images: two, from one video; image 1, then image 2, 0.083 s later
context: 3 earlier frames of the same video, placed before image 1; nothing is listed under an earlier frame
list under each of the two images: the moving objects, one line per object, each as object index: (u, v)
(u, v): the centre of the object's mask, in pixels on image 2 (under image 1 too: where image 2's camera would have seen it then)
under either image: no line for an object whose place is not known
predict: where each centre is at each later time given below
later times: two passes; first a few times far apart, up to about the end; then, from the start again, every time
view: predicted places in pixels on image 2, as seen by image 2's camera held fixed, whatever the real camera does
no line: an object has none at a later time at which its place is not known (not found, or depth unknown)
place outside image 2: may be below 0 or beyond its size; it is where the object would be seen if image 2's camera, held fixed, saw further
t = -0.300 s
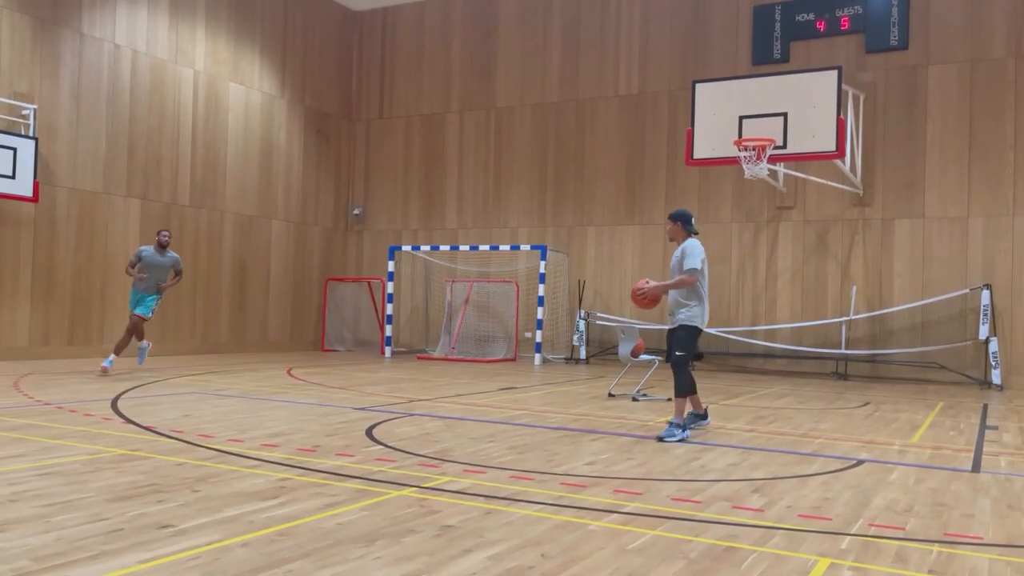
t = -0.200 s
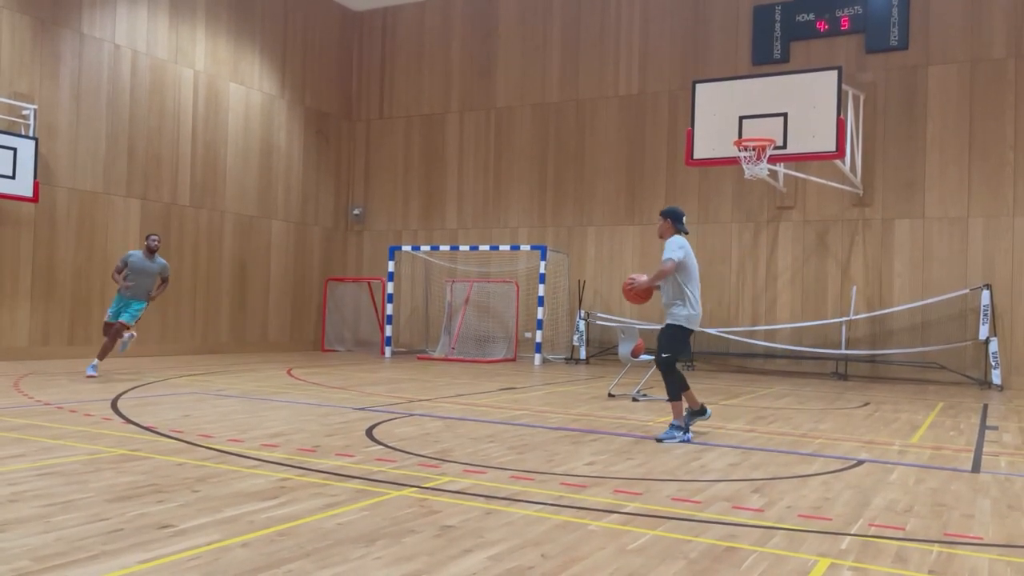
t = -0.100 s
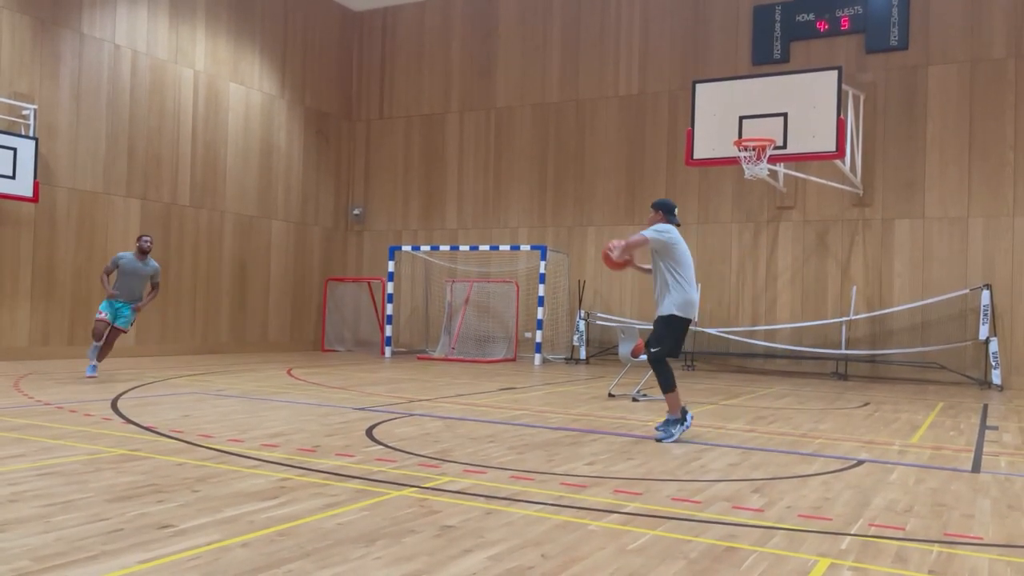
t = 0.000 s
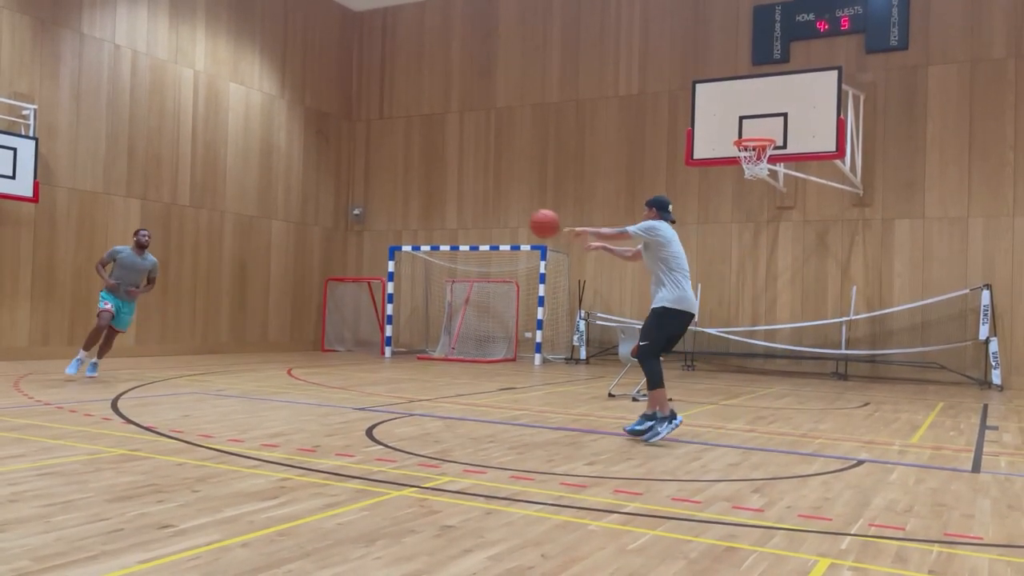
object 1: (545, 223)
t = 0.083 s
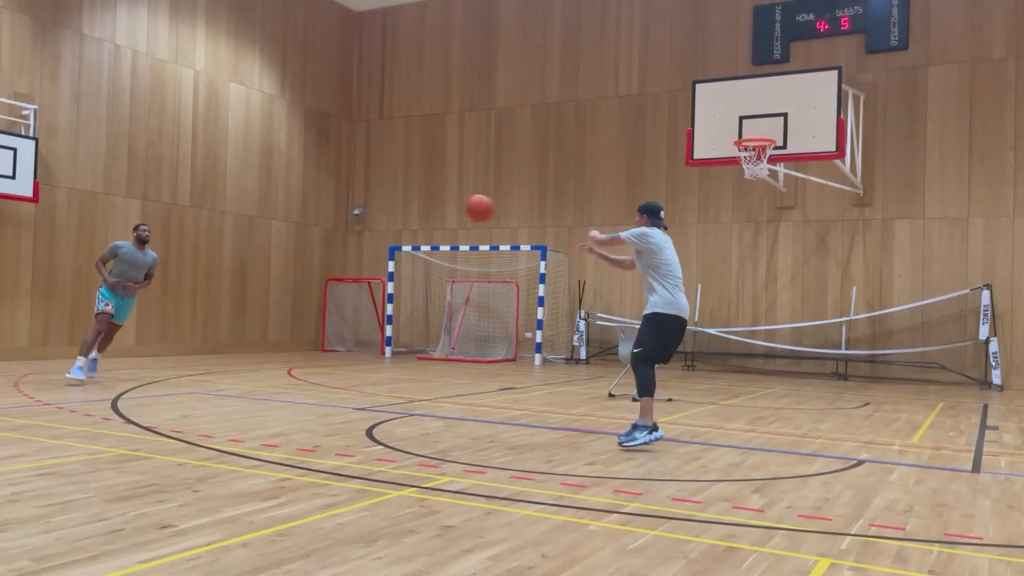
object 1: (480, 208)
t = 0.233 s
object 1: (374, 202)
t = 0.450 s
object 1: (242, 233)
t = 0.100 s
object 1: (466, 206)
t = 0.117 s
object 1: (455, 204)
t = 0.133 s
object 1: (442, 203)
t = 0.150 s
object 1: (431, 202)
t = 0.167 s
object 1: (419, 202)
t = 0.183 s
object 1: (407, 201)
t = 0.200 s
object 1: (396, 201)
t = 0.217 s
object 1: (384, 201)
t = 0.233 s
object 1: (374, 202)
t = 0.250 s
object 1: (362, 203)
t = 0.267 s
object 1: (352, 204)
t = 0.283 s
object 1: (341, 205)
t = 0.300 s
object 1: (330, 207)
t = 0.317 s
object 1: (320, 208)
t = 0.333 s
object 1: (310, 210)
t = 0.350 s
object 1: (300, 213)
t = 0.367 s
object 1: (290, 216)
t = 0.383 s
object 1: (281, 219)
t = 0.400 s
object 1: (270, 222)
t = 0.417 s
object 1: (261, 225)
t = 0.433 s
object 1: (252, 229)
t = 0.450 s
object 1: (242, 233)
